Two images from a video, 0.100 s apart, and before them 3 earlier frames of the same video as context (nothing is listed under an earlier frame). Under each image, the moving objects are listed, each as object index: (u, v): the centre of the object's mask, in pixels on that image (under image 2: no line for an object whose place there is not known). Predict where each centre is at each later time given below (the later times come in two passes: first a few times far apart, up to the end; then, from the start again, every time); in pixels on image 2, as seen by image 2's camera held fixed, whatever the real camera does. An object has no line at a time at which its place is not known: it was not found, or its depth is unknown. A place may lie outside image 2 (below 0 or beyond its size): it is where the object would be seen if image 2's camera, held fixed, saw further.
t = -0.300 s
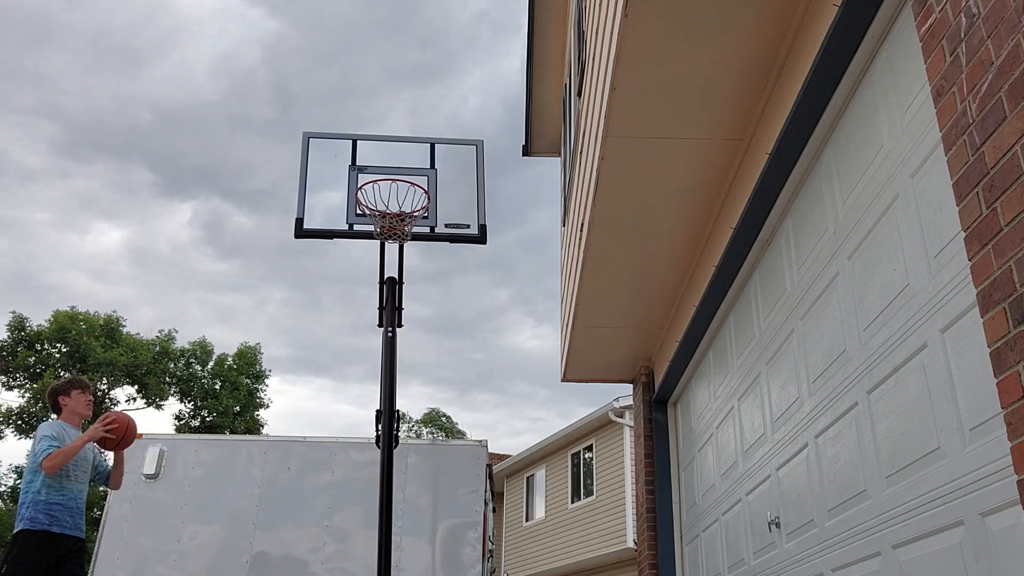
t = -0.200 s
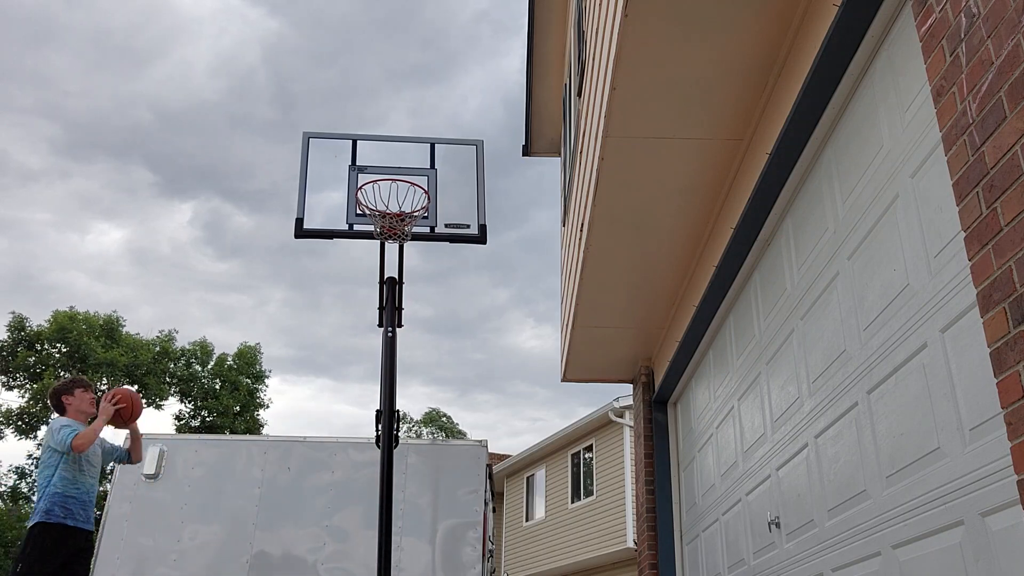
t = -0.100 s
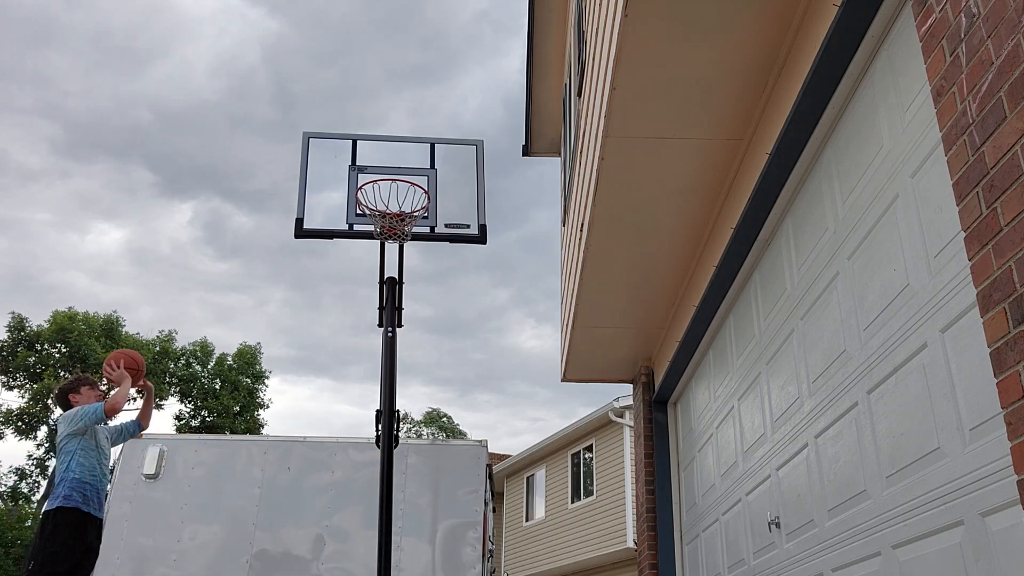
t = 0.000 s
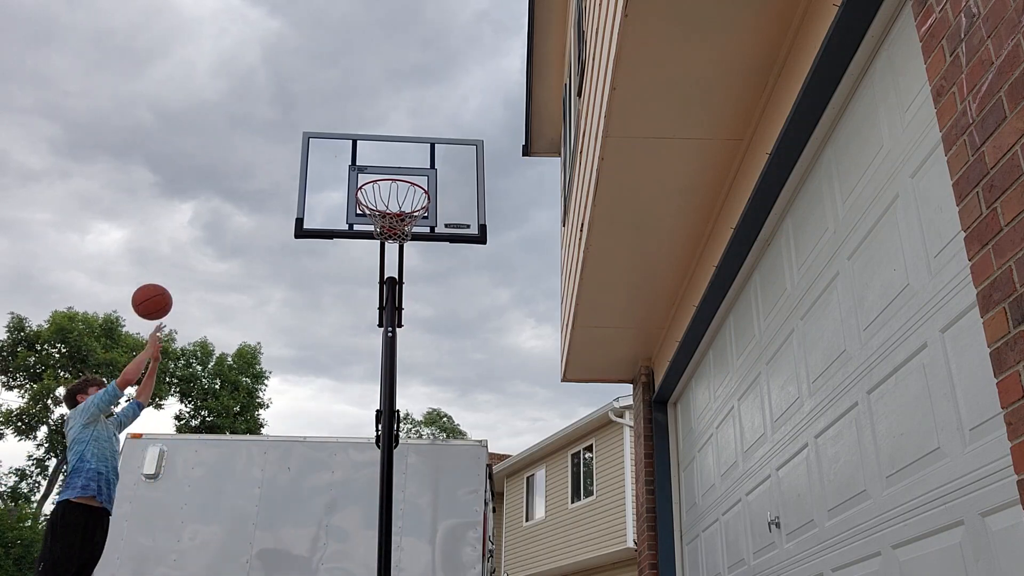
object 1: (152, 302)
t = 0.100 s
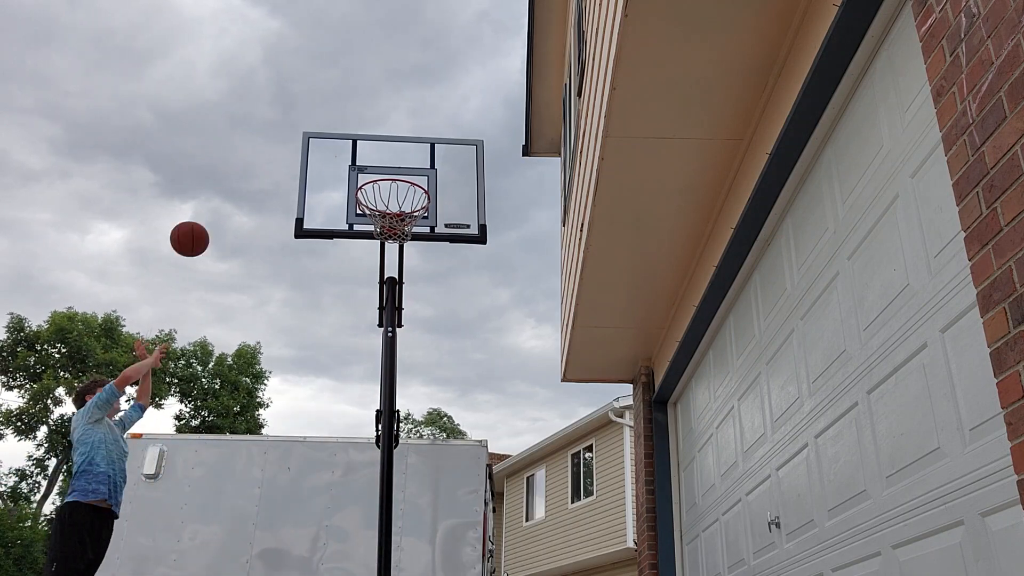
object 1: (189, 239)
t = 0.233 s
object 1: (232, 180)
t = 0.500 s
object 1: (301, 133)
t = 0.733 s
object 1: (349, 161)
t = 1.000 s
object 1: (377, 173)
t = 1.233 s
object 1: (390, 206)
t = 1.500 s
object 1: (397, 294)
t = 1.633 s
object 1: (396, 371)
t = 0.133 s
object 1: (201, 222)
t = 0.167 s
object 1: (211, 206)
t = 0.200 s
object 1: (222, 192)
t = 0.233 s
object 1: (232, 180)
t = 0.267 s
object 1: (241, 169)
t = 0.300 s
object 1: (251, 160)
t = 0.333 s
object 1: (260, 152)
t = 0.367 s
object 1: (269, 146)
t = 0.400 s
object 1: (277, 141)
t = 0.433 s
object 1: (286, 137)
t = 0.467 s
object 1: (294, 134)
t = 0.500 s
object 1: (301, 133)
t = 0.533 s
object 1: (308, 133)
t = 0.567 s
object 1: (315, 134)
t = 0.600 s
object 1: (322, 137)
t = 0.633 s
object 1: (329, 141)
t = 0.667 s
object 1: (336, 146)
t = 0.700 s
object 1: (342, 153)
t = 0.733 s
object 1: (349, 161)
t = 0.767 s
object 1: (355, 170)
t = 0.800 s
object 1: (361, 182)
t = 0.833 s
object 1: (367, 190)
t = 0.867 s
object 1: (369, 184)
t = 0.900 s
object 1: (371, 180)
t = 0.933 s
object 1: (374, 176)
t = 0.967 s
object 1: (376, 174)
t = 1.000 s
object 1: (377, 173)
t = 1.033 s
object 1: (379, 173)
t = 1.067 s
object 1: (381, 175)
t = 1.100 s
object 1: (382, 179)
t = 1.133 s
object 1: (384, 183)
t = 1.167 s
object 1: (386, 190)
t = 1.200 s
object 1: (388, 197)
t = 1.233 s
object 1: (390, 206)
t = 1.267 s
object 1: (392, 217)
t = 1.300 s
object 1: (394, 227)
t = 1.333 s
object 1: (394, 241)
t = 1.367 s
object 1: (395, 245)
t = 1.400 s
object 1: (396, 254)
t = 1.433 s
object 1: (397, 266)
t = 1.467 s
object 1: (397, 280)
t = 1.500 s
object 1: (397, 294)
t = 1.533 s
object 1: (397, 311)
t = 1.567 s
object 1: (397, 329)
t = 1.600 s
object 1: (396, 349)
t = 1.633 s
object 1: (396, 371)
